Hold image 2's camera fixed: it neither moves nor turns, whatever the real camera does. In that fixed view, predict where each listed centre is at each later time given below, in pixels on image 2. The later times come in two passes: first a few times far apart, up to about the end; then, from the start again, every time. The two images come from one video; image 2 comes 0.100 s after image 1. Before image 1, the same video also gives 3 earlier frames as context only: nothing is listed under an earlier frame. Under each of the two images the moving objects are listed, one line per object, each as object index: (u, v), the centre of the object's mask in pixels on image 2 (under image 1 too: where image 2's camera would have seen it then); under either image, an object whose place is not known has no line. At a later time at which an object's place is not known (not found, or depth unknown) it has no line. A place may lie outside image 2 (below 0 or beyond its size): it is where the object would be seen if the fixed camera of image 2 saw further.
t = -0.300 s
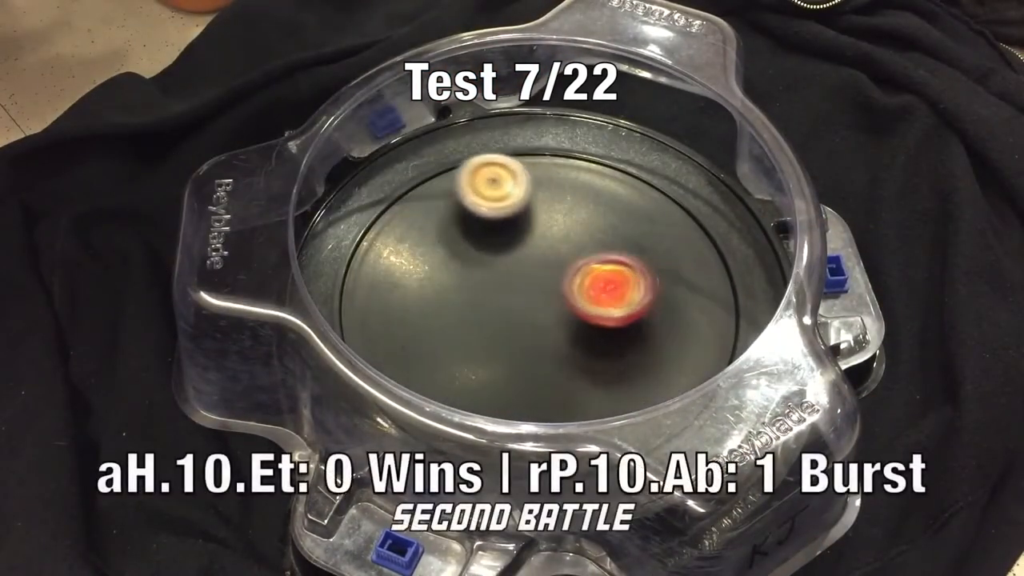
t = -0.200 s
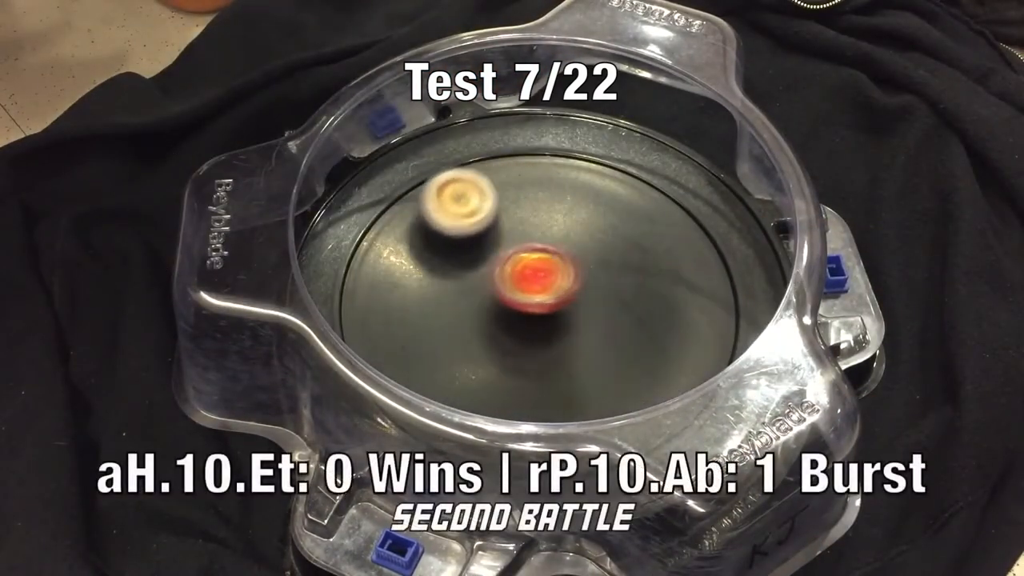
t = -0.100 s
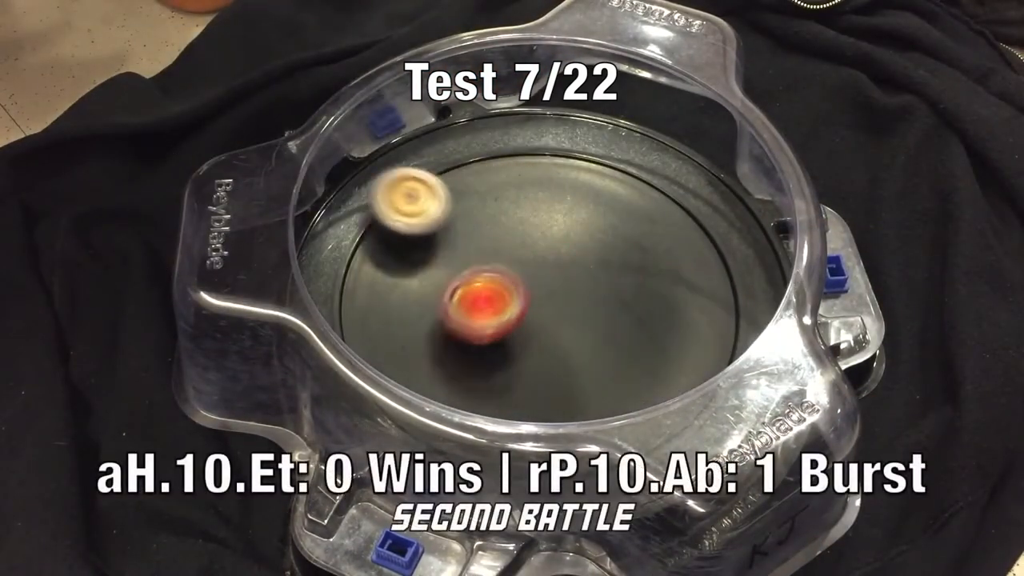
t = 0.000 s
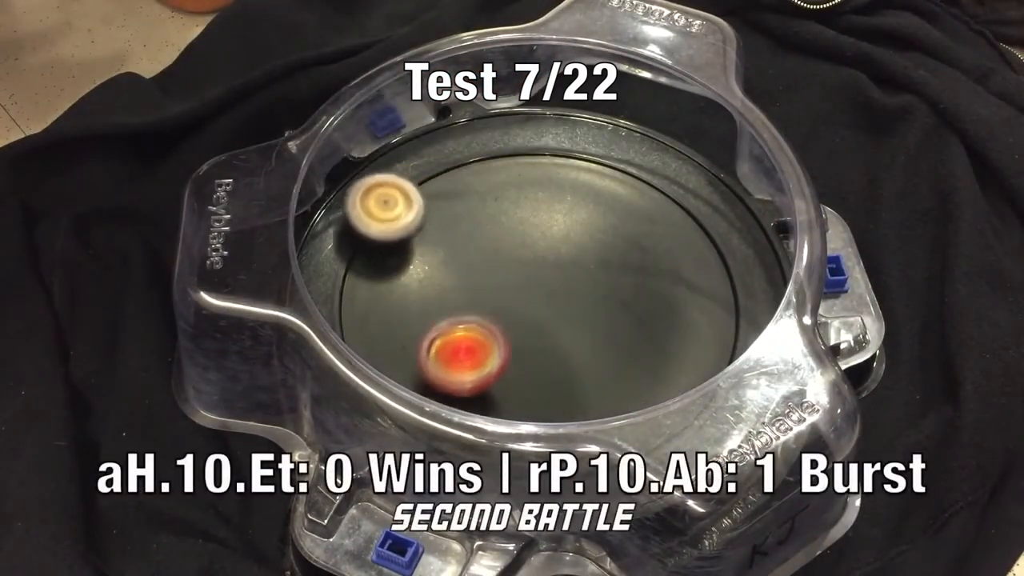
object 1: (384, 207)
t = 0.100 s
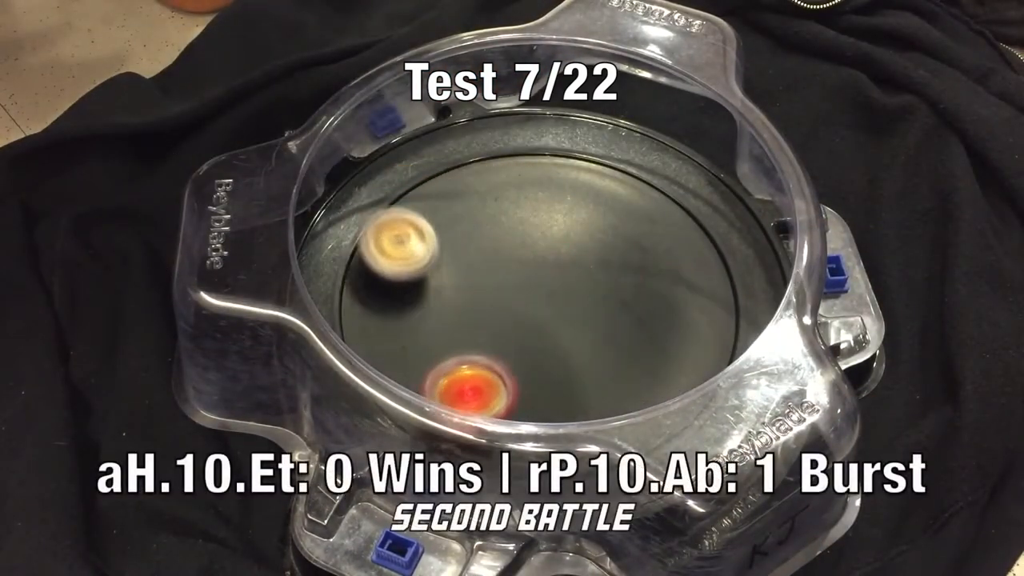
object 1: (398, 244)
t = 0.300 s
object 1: (505, 318)
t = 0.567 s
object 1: (645, 199)
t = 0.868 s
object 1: (560, 198)
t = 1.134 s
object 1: (547, 212)
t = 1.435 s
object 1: (561, 303)
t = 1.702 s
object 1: (675, 260)
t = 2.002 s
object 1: (645, 248)
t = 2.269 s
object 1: (552, 312)
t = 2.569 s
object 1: (516, 387)
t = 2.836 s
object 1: (564, 365)
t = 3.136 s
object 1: (533, 290)
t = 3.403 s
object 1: (427, 349)
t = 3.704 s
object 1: (500, 328)
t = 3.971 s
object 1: (502, 279)
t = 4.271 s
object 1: (508, 237)
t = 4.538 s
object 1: (504, 223)
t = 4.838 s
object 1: (562, 222)
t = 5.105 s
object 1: (632, 205)
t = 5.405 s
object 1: (666, 216)
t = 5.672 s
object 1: (665, 262)
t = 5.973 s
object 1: (614, 319)
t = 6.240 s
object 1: (501, 349)
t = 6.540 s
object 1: (480, 339)
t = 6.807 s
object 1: (471, 328)
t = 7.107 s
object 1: (443, 304)
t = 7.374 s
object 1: (430, 274)
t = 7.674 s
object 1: (472, 262)
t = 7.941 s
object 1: (507, 255)
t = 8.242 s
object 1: (542, 258)
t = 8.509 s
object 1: (562, 275)
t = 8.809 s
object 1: (554, 248)
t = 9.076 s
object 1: (567, 257)
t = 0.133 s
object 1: (408, 259)
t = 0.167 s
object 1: (423, 275)
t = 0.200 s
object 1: (440, 290)
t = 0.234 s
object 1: (460, 302)
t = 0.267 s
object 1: (482, 312)
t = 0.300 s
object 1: (505, 318)
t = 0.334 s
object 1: (529, 322)
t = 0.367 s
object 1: (551, 322)
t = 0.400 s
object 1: (573, 308)
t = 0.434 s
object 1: (596, 282)
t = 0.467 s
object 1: (616, 260)
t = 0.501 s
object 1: (628, 236)
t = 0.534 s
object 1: (639, 216)
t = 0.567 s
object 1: (645, 199)
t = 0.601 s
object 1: (648, 184)
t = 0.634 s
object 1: (648, 173)
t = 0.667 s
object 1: (642, 167)
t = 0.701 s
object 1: (630, 169)
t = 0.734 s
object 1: (618, 172)
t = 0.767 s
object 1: (604, 177)
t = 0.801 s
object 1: (590, 183)
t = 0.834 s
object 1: (575, 189)
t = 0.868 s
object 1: (560, 198)
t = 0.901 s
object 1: (553, 199)
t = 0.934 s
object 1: (554, 194)
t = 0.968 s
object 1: (554, 191)
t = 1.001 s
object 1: (553, 191)
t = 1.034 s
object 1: (552, 193)
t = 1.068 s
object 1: (550, 198)
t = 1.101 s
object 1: (549, 204)
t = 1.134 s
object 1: (547, 212)
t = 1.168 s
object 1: (546, 222)
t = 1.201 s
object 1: (545, 233)
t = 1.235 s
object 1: (545, 244)
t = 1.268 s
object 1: (547, 256)
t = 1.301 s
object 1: (549, 268)
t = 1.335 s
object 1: (551, 278)
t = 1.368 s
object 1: (553, 288)
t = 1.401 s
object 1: (554, 298)
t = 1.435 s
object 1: (561, 303)
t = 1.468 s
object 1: (583, 299)
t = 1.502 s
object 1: (606, 294)
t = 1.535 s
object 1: (626, 288)
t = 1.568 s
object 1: (641, 282)
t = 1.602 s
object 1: (654, 276)
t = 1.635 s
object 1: (663, 271)
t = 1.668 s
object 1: (670, 265)
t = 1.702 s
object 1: (675, 260)
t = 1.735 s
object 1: (678, 257)
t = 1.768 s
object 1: (680, 253)
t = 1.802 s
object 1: (680, 250)
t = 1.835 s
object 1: (678, 247)
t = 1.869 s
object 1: (675, 246)
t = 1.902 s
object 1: (670, 244)
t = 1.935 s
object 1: (663, 244)
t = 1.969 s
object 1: (655, 245)
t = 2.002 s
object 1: (645, 248)
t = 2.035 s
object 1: (635, 252)
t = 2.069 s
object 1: (624, 257)
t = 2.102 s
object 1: (613, 264)
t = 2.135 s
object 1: (601, 272)
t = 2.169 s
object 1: (588, 282)
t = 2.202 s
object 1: (576, 292)
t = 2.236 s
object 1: (564, 303)
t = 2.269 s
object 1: (552, 312)
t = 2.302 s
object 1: (541, 319)
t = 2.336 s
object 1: (530, 327)
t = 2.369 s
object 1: (519, 335)
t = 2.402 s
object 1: (512, 345)
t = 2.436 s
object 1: (509, 357)
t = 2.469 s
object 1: (507, 368)
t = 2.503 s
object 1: (508, 377)
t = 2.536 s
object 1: (511, 383)
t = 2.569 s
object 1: (516, 387)
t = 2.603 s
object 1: (522, 391)
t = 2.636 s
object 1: (528, 391)
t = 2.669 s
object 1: (535, 392)
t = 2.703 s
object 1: (542, 391)
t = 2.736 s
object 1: (549, 388)
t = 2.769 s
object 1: (555, 382)
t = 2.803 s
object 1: (560, 374)
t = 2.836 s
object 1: (564, 365)
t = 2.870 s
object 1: (567, 356)
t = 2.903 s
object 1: (567, 346)
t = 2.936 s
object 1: (566, 336)
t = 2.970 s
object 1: (563, 327)
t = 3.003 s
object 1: (558, 318)
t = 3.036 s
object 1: (553, 309)
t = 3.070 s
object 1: (548, 300)
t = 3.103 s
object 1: (542, 294)
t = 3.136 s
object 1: (533, 290)
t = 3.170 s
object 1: (510, 300)
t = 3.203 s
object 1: (488, 310)
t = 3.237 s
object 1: (469, 320)
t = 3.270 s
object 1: (453, 328)
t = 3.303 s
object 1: (440, 335)
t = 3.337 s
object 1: (431, 341)
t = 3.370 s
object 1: (427, 346)
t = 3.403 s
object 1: (427, 349)
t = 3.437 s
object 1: (431, 351)
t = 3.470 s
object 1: (437, 352)
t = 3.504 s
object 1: (446, 352)
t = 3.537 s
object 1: (456, 351)
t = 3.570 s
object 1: (468, 348)
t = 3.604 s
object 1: (480, 344)
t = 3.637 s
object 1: (491, 339)
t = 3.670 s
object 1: (502, 334)
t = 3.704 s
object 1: (500, 328)
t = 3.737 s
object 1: (498, 323)
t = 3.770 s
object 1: (497, 316)
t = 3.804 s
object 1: (496, 310)
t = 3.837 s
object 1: (497, 303)
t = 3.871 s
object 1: (497, 297)
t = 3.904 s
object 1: (498, 291)
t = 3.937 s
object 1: (500, 284)
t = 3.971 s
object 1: (502, 279)
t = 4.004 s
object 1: (503, 274)
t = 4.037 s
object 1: (504, 270)
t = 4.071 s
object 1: (506, 265)
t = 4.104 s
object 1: (506, 261)
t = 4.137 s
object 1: (506, 257)
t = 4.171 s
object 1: (506, 254)
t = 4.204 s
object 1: (506, 253)
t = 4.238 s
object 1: (507, 248)
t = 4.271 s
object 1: (508, 237)
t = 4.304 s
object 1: (509, 228)
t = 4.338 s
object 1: (509, 221)
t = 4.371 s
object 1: (508, 217)
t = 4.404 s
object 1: (507, 214)
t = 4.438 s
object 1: (507, 213)
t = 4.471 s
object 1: (506, 214)
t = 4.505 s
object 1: (505, 217)
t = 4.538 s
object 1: (504, 223)
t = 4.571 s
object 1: (504, 229)
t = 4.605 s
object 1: (506, 235)
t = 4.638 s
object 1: (515, 228)
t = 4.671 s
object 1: (525, 222)
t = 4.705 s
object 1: (535, 218)
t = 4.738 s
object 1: (543, 217)
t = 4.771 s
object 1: (551, 217)
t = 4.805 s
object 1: (556, 219)
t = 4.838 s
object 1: (562, 222)
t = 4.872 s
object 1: (567, 226)
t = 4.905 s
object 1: (579, 224)
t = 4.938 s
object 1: (590, 220)
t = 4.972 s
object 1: (600, 217)
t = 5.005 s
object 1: (608, 215)
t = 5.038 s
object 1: (617, 211)
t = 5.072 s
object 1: (625, 207)
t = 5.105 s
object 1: (632, 205)
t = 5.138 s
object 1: (638, 203)
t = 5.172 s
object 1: (643, 202)
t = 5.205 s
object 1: (647, 202)
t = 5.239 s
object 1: (651, 204)
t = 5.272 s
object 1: (653, 205)
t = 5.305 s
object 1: (655, 207)
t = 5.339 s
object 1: (660, 210)
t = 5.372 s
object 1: (663, 213)
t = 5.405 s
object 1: (666, 216)
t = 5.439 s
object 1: (667, 220)
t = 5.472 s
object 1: (668, 225)
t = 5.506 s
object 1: (668, 231)
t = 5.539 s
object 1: (667, 237)
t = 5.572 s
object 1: (664, 243)
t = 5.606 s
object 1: (662, 250)
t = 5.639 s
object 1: (663, 256)
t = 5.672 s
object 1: (665, 262)
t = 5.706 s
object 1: (665, 268)
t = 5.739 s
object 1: (664, 275)
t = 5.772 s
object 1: (662, 281)
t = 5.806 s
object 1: (659, 288)
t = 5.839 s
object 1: (654, 294)
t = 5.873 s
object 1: (646, 300)
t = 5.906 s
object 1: (638, 307)
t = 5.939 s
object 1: (626, 313)
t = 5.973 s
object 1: (614, 319)
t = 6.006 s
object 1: (600, 324)
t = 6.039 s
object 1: (586, 329)
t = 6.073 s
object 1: (571, 333)
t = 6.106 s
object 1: (556, 337)
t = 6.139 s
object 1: (541, 340)
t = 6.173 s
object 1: (527, 343)
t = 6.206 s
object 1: (514, 346)
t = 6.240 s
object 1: (501, 349)
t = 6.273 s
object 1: (491, 350)
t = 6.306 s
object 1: (483, 350)
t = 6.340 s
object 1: (476, 351)
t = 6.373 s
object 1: (472, 350)
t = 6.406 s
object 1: (470, 348)
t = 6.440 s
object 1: (470, 345)
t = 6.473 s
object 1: (472, 343)
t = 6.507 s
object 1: (476, 341)
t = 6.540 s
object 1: (480, 339)
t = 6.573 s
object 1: (485, 338)
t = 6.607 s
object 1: (491, 338)
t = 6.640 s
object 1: (498, 336)
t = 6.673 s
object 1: (505, 334)
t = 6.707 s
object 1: (499, 333)
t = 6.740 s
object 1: (489, 331)
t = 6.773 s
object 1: (479, 330)
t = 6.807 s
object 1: (471, 328)
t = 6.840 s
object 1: (464, 326)
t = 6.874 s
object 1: (458, 325)
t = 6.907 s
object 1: (454, 323)
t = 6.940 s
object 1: (452, 320)
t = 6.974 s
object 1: (452, 318)
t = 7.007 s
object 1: (452, 316)
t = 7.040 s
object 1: (455, 314)
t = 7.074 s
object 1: (454, 311)
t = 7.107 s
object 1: (443, 304)
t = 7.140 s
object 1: (434, 298)
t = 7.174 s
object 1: (427, 293)
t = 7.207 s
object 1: (422, 288)
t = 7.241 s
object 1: (419, 284)
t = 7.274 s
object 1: (419, 280)
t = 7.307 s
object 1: (420, 277)
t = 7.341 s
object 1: (424, 275)
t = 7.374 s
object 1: (430, 274)
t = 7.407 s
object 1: (439, 273)
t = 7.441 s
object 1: (449, 273)
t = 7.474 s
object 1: (461, 274)
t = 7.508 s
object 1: (467, 274)
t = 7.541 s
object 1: (468, 272)
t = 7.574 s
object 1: (468, 269)
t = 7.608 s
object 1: (469, 267)
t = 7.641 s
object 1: (470, 264)
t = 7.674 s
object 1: (472, 262)
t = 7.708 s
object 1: (475, 259)
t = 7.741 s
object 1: (478, 258)
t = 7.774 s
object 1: (483, 257)
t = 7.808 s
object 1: (487, 257)
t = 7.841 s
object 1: (493, 257)
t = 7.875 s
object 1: (499, 258)
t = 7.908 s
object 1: (503, 257)
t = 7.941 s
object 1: (507, 255)
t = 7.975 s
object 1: (511, 253)
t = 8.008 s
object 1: (516, 252)
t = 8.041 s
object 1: (519, 253)
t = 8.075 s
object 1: (523, 252)
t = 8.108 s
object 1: (527, 253)
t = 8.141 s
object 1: (531, 254)
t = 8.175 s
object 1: (535, 255)
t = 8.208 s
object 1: (538, 257)
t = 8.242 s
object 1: (542, 258)
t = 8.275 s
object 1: (545, 261)
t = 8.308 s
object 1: (548, 263)
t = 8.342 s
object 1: (551, 266)
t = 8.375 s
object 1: (554, 268)
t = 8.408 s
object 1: (556, 270)
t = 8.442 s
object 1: (558, 272)
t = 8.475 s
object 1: (560, 274)
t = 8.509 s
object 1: (562, 275)
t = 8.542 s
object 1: (563, 275)
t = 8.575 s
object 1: (561, 275)
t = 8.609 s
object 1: (559, 271)
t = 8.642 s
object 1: (556, 265)
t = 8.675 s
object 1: (555, 260)
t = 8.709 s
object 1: (553, 256)
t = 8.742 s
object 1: (553, 252)
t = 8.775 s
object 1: (553, 249)
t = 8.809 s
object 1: (554, 248)
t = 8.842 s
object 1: (554, 248)
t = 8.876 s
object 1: (555, 248)
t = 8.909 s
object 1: (557, 248)
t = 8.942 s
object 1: (559, 249)
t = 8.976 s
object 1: (559, 251)
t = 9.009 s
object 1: (559, 254)
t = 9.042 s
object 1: (563, 256)
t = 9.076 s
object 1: (567, 257)
